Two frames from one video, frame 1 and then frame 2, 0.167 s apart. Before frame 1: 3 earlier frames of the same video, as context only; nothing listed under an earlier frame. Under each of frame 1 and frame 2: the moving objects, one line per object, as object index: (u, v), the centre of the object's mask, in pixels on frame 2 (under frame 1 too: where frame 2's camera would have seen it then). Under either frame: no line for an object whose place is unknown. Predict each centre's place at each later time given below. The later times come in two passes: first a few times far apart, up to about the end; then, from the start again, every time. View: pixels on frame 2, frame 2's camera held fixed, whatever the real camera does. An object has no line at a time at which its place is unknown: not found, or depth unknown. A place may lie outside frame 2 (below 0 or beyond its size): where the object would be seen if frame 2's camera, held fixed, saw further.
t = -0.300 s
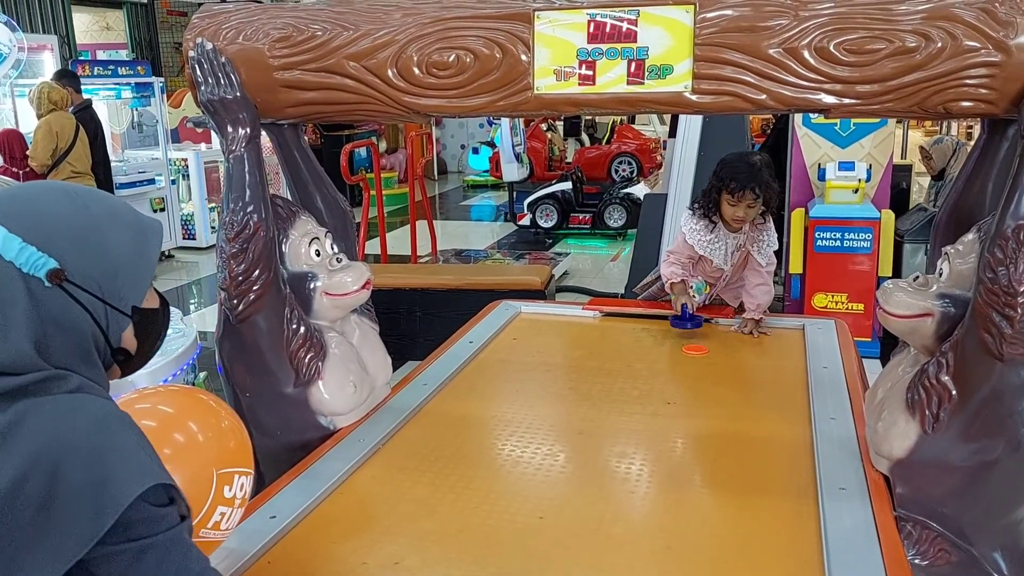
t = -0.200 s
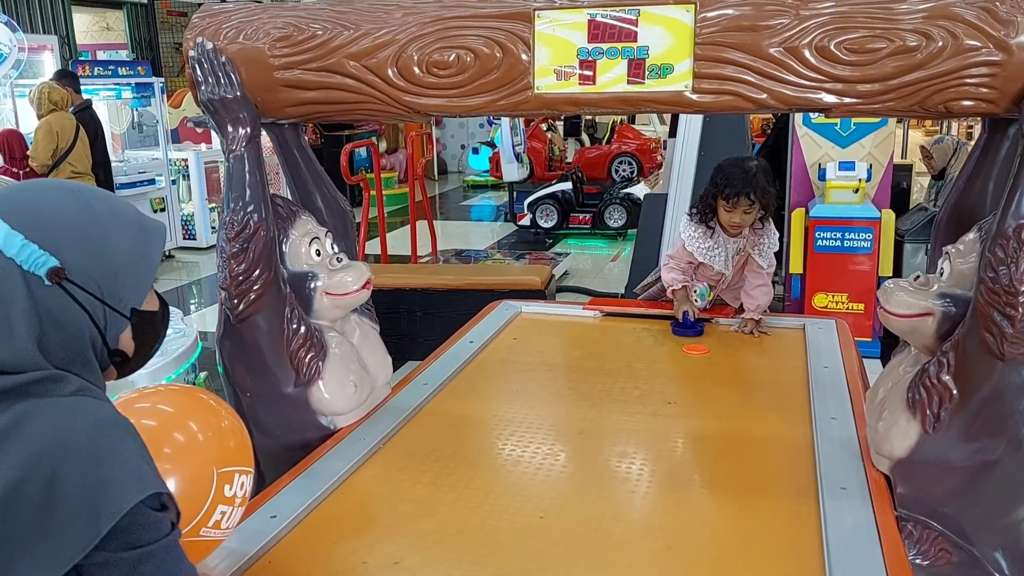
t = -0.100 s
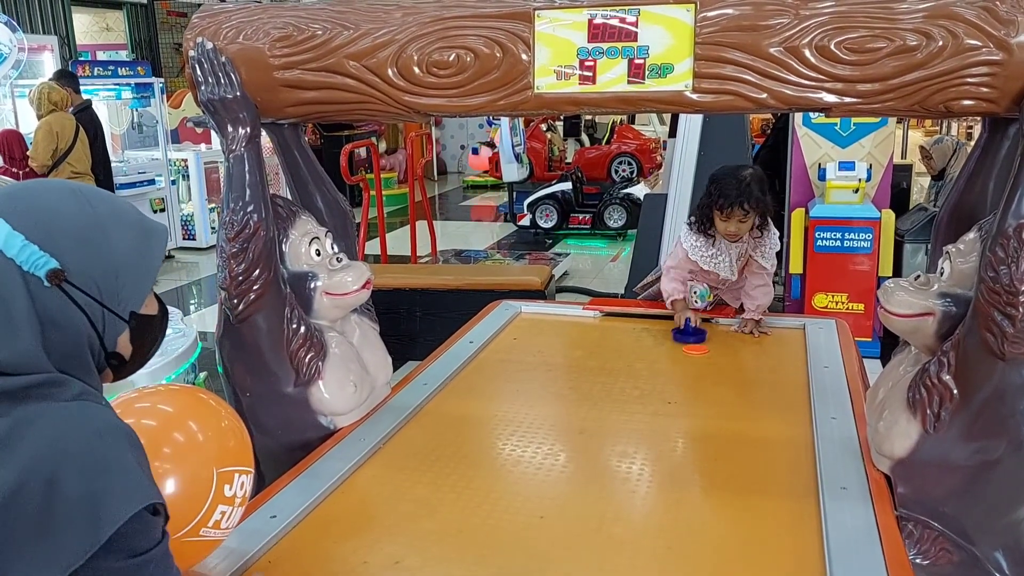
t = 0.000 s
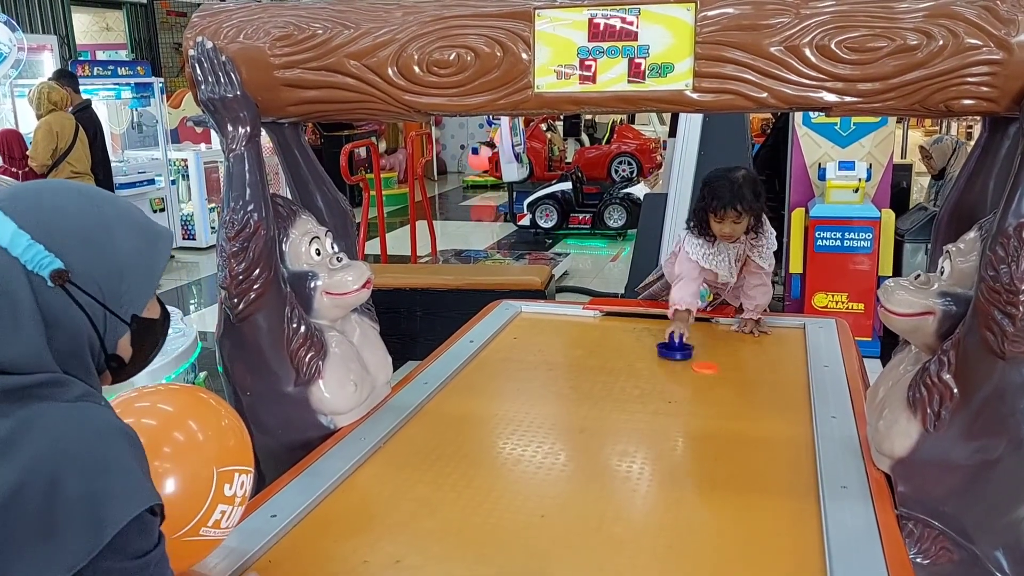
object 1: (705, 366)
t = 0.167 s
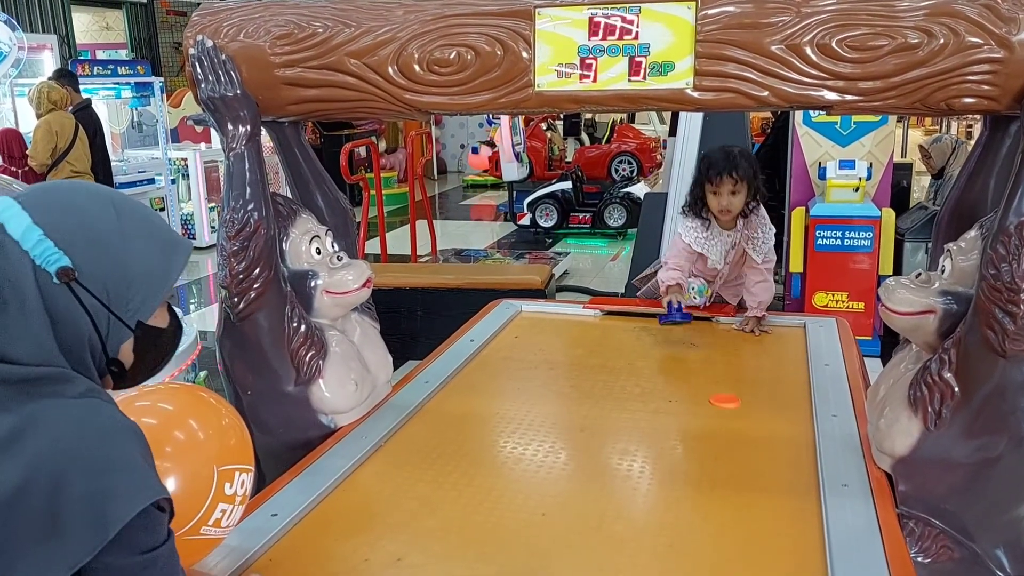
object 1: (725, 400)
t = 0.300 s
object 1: (738, 426)
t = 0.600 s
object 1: (754, 460)
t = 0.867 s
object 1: (755, 461)
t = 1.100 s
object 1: (755, 461)
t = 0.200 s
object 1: (728, 407)
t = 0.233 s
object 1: (732, 413)
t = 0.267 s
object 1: (735, 419)
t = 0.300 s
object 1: (738, 426)
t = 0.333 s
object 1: (741, 431)
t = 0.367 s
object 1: (743, 436)
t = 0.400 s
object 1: (746, 441)
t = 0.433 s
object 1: (748, 445)
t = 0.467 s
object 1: (750, 449)
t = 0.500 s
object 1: (751, 453)
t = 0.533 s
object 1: (753, 456)
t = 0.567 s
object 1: (754, 458)
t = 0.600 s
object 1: (754, 460)
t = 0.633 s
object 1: (755, 461)
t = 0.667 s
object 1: (755, 461)
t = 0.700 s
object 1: (755, 461)
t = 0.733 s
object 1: (755, 461)
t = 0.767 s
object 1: (755, 461)
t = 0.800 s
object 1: (755, 461)
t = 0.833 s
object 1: (755, 461)
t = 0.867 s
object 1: (755, 461)
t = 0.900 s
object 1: (755, 461)
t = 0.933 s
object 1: (755, 461)
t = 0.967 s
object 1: (755, 461)
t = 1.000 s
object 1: (755, 461)
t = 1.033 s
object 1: (755, 461)
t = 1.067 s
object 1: (755, 461)
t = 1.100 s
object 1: (755, 461)
